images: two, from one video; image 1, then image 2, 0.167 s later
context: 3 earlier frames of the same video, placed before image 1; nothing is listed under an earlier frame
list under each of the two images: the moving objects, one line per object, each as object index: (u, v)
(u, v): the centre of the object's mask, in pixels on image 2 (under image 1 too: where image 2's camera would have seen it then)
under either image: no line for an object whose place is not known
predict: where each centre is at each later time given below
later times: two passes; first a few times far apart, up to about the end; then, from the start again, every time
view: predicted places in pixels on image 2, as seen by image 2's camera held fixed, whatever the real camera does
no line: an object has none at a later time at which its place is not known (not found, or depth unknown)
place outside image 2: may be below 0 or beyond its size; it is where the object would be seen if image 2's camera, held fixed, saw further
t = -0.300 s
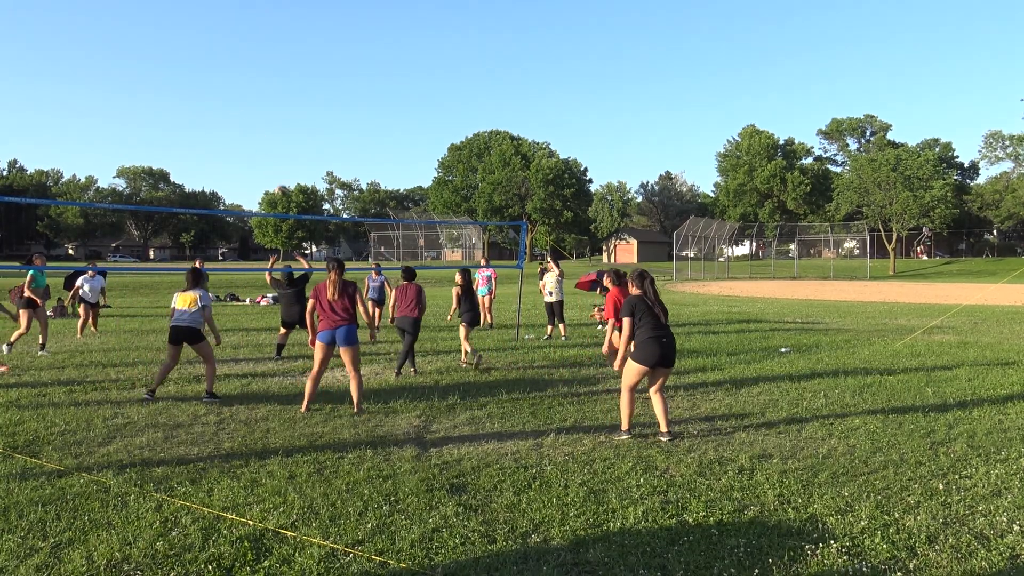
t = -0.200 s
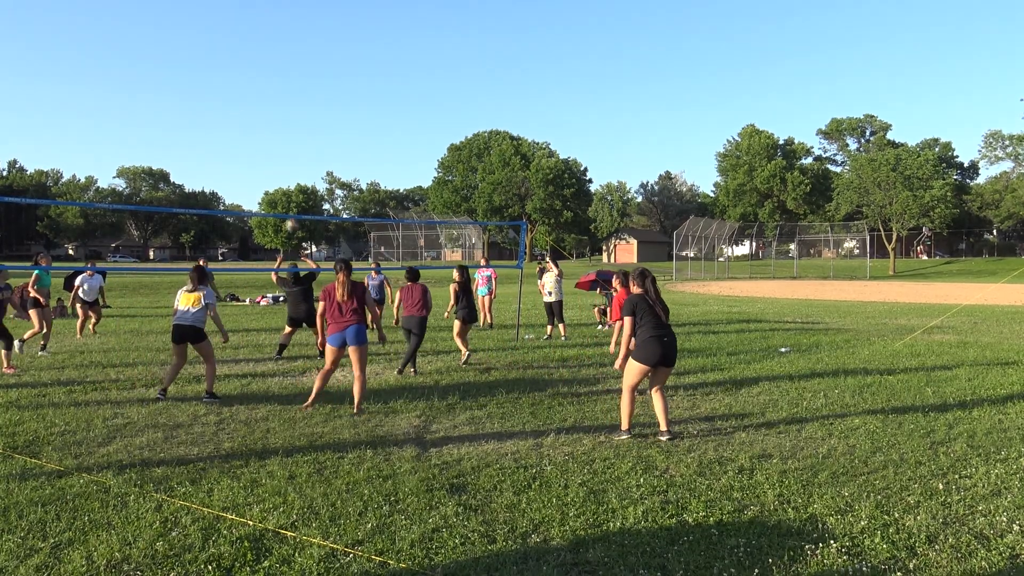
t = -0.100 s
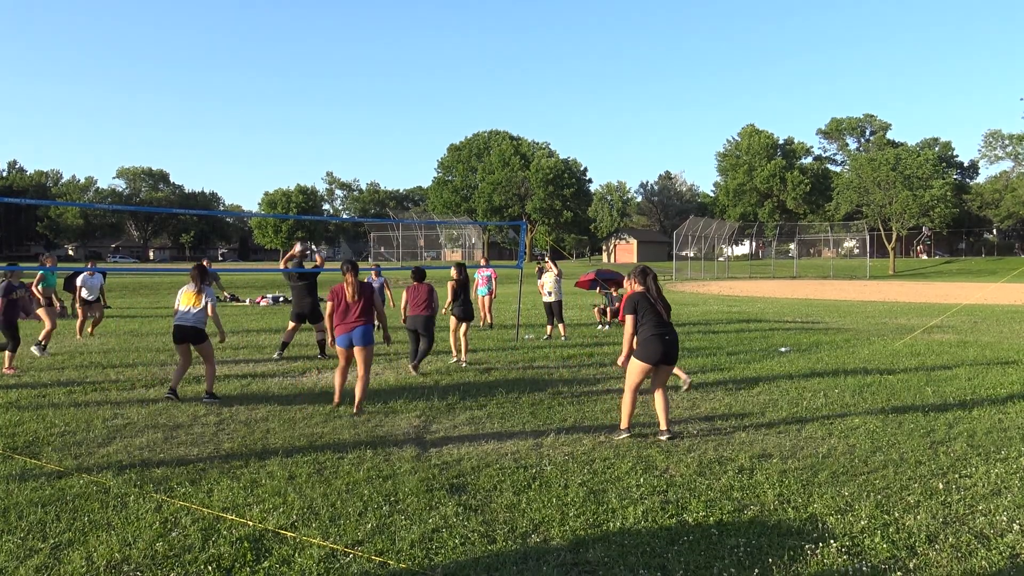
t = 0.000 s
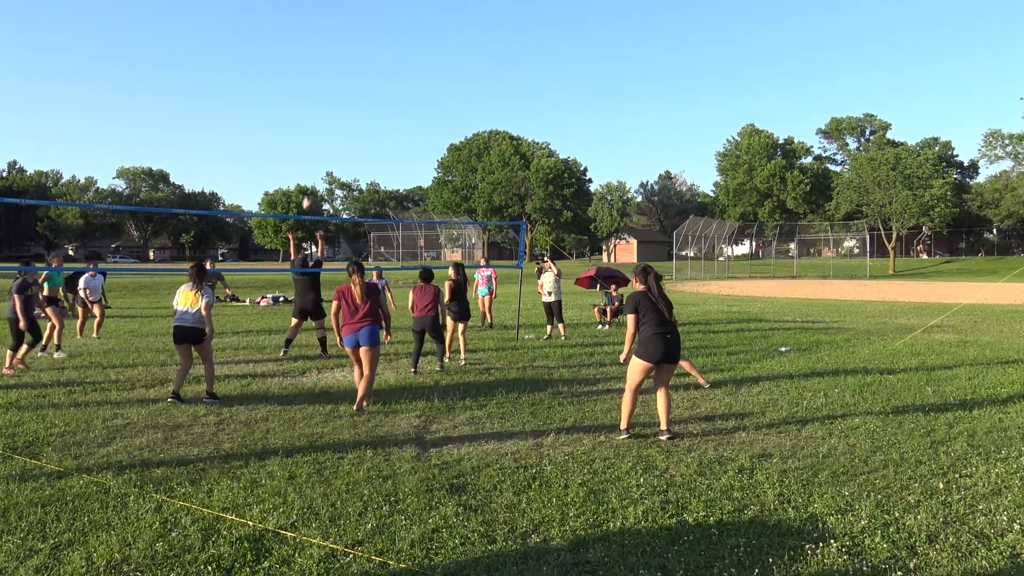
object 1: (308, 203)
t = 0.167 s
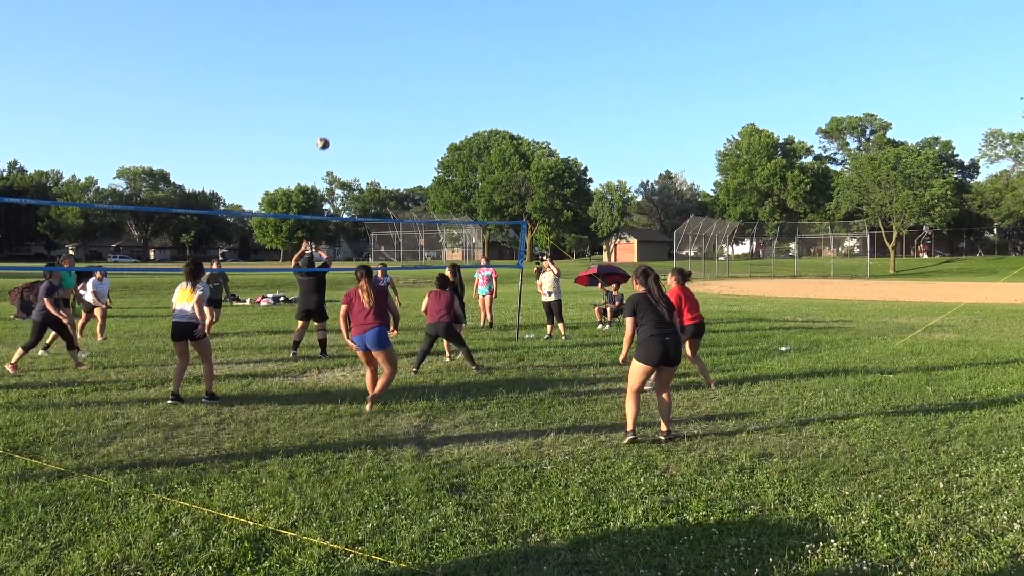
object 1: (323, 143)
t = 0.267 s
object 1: (331, 118)
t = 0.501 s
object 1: (349, 83)
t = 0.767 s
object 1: (368, 83)
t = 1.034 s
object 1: (386, 122)
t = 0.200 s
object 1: (326, 134)
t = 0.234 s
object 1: (328, 126)
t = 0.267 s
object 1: (331, 118)
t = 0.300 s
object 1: (334, 110)
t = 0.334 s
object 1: (336, 104)
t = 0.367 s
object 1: (339, 98)
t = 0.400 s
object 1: (341, 93)
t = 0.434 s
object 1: (344, 89)
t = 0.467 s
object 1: (346, 86)
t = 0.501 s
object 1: (349, 83)
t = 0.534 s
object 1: (351, 80)
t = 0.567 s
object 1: (354, 79)
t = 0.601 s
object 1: (356, 78)
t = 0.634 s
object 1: (358, 78)
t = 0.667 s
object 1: (361, 78)
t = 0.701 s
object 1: (363, 79)
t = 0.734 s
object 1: (366, 80)
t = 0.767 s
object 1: (368, 83)
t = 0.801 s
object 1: (370, 86)
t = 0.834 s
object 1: (373, 89)
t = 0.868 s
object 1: (375, 93)
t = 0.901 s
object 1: (377, 98)
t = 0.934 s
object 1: (380, 103)
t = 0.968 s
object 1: (382, 109)
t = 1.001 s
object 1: (384, 115)
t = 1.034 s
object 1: (386, 122)
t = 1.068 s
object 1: (388, 130)
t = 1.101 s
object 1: (390, 138)
